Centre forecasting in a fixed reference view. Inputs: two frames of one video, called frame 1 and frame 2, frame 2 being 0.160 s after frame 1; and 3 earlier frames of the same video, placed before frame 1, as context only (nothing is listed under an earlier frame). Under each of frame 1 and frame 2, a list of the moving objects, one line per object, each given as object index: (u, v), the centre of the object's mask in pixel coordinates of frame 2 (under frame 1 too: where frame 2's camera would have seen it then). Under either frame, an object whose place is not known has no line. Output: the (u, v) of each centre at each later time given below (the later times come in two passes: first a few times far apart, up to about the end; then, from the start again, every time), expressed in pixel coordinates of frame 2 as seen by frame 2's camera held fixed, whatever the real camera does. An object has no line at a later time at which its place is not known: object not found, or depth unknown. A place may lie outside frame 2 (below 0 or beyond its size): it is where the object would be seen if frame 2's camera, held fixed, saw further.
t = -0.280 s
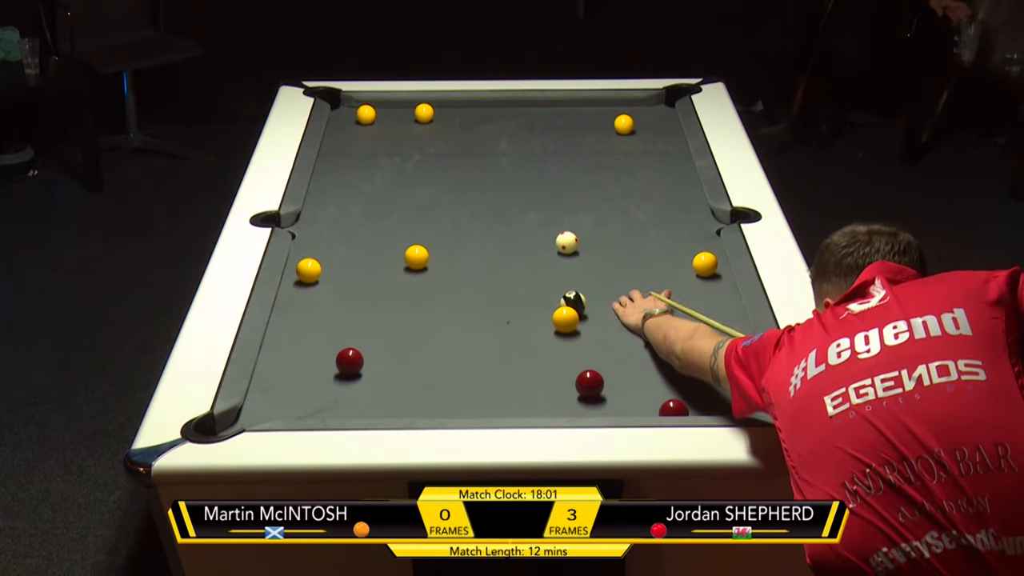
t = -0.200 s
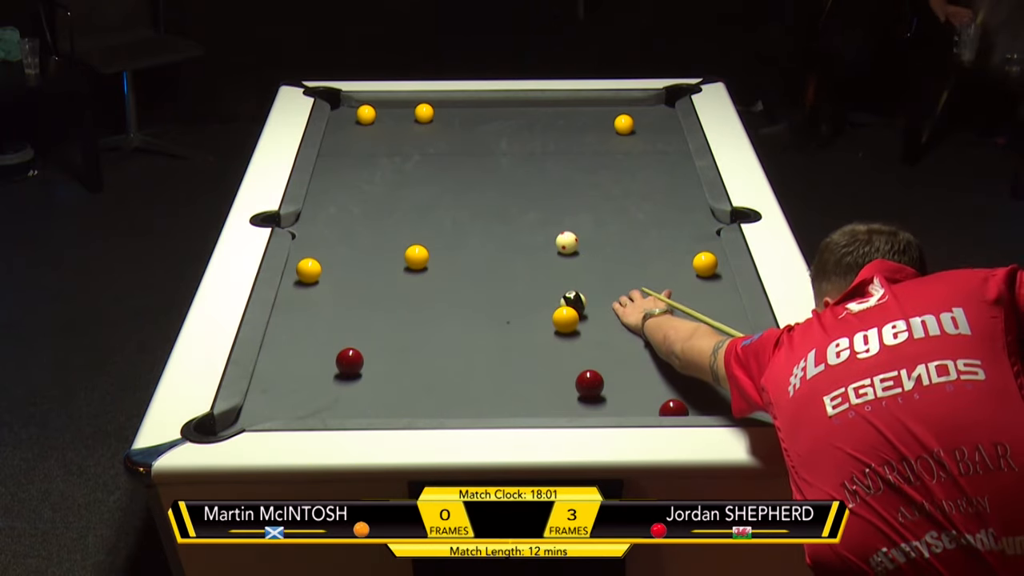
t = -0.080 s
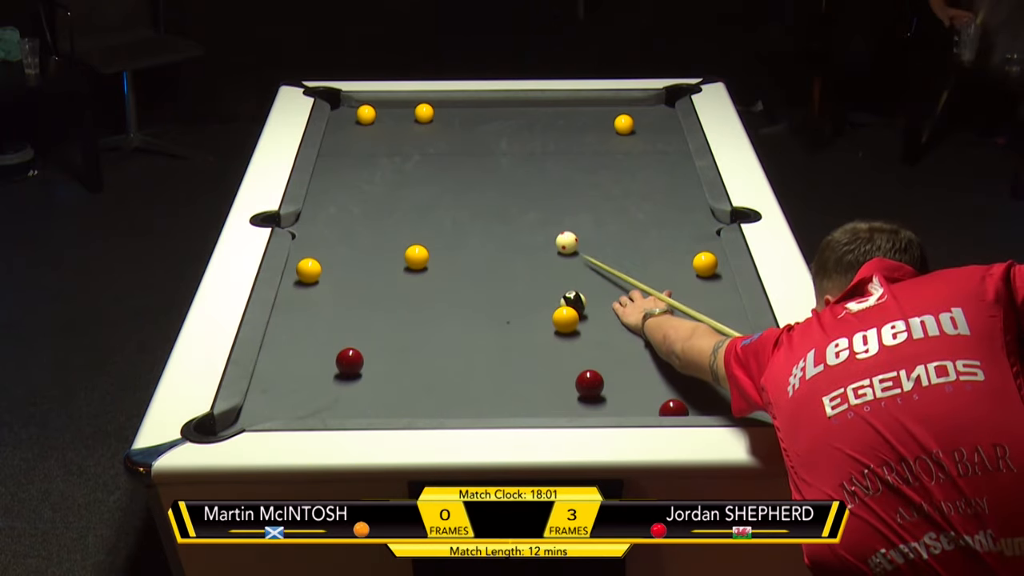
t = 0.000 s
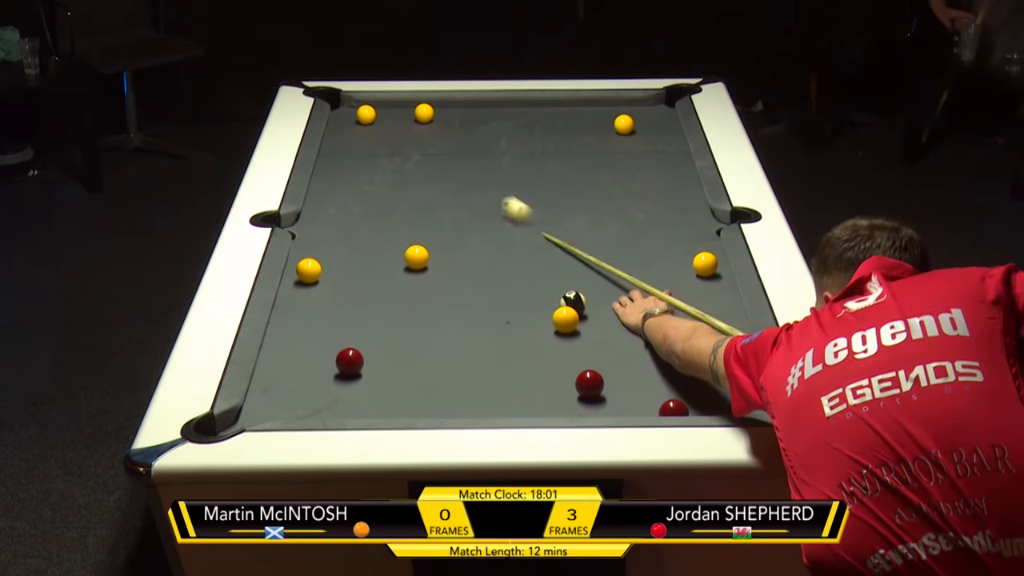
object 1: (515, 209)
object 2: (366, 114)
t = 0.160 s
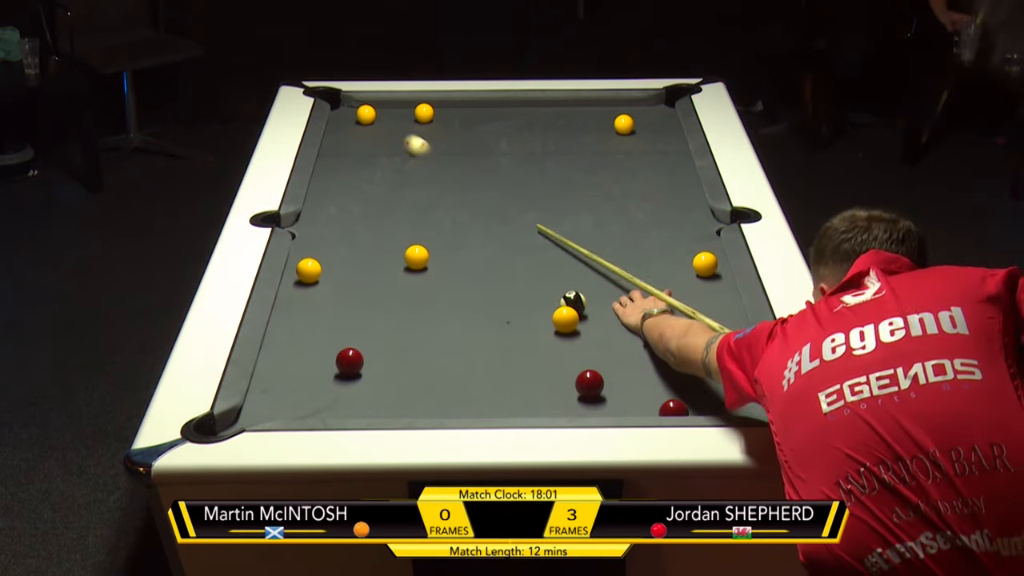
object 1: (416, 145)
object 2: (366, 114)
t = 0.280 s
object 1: (381, 120)
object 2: (349, 106)
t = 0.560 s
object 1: (424, 126)
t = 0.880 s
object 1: (472, 135)
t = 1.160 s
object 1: (511, 142)
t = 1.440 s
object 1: (549, 148)
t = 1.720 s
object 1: (584, 155)
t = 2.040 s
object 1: (622, 161)
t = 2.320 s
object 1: (652, 166)
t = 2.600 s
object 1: (680, 171)
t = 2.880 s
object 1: (678, 174)
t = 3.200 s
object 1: (666, 177)
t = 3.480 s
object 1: (658, 179)
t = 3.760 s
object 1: (652, 179)
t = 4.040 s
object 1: (650, 180)
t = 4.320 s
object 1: (650, 180)
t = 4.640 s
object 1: (650, 180)
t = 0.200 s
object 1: (396, 132)
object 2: (366, 114)
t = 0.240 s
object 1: (379, 121)
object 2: (364, 113)
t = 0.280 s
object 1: (381, 120)
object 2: (349, 106)
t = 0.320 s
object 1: (387, 120)
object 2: (332, 97)
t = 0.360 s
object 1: (393, 121)
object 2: (320, 96)
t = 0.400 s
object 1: (399, 122)
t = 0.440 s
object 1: (406, 123)
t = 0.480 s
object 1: (412, 124)
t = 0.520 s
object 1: (418, 125)
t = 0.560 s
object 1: (424, 126)
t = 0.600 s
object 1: (430, 127)
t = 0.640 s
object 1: (436, 129)
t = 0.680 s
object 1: (442, 130)
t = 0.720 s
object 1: (449, 131)
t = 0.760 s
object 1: (454, 132)
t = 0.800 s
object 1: (460, 133)
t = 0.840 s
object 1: (466, 134)
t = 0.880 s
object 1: (472, 135)
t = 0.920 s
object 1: (478, 136)
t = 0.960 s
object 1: (483, 137)
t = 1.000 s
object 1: (489, 138)
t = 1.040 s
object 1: (494, 139)
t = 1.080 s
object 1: (500, 140)
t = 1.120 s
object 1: (505, 141)
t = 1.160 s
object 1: (511, 142)
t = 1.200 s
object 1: (517, 143)
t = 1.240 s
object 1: (522, 144)
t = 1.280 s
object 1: (528, 145)
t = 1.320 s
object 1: (533, 146)
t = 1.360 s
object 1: (538, 146)
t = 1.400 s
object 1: (544, 147)
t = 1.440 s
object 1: (549, 148)
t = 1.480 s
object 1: (554, 149)
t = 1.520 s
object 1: (559, 150)
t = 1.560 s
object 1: (564, 151)
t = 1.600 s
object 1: (569, 152)
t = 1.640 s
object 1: (574, 153)
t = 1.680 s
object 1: (579, 154)
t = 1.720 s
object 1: (584, 155)
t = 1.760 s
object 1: (589, 155)
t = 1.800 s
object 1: (594, 156)
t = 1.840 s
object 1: (599, 157)
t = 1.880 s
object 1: (603, 158)
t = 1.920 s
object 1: (608, 159)
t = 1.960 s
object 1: (612, 159)
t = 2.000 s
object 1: (617, 160)
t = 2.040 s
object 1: (622, 161)
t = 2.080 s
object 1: (626, 162)
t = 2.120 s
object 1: (631, 163)
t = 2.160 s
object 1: (635, 163)
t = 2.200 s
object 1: (639, 164)
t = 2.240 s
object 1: (644, 163)
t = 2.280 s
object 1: (648, 166)
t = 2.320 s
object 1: (652, 166)
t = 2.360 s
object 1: (656, 167)
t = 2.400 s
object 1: (660, 168)
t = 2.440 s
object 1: (664, 168)
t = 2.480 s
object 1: (668, 169)
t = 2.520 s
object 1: (672, 170)
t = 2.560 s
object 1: (676, 170)
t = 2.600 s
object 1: (680, 171)
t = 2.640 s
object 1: (683, 172)
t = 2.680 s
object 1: (687, 172)
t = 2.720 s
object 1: (685, 173)
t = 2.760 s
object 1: (683, 173)
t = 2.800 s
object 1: (681, 173)
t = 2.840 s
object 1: (680, 174)
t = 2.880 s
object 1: (678, 174)
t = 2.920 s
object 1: (677, 175)
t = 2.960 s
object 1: (675, 175)
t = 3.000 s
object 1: (673, 175)
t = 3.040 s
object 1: (672, 176)
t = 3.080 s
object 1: (670, 176)
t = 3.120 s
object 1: (669, 176)
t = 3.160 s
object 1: (668, 177)
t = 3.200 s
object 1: (666, 177)
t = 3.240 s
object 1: (665, 177)
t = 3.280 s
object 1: (663, 177)
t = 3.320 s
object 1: (662, 178)
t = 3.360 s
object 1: (661, 178)
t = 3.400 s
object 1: (660, 178)
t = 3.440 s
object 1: (659, 178)
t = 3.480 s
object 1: (658, 179)
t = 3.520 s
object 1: (657, 179)
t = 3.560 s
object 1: (656, 179)
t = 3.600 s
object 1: (656, 179)
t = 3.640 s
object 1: (655, 179)
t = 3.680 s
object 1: (654, 179)
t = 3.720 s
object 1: (653, 179)
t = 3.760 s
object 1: (652, 179)
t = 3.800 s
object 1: (652, 180)
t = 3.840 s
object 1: (651, 180)
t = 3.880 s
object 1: (651, 180)
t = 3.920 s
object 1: (650, 180)
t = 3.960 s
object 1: (650, 180)
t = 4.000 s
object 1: (650, 180)
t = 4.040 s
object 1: (650, 180)
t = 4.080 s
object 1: (650, 180)
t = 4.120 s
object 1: (650, 180)
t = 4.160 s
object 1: (650, 180)
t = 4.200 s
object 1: (650, 180)
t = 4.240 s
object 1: (650, 180)
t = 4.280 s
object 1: (650, 180)
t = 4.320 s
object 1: (650, 180)
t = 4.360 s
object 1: (650, 180)
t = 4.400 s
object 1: (650, 180)
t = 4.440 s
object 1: (650, 180)
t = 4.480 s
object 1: (650, 180)
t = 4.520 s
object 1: (650, 180)
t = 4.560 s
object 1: (650, 180)
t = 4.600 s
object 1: (650, 180)
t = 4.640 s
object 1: (650, 180)
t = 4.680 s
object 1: (650, 180)
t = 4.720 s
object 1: (650, 180)
